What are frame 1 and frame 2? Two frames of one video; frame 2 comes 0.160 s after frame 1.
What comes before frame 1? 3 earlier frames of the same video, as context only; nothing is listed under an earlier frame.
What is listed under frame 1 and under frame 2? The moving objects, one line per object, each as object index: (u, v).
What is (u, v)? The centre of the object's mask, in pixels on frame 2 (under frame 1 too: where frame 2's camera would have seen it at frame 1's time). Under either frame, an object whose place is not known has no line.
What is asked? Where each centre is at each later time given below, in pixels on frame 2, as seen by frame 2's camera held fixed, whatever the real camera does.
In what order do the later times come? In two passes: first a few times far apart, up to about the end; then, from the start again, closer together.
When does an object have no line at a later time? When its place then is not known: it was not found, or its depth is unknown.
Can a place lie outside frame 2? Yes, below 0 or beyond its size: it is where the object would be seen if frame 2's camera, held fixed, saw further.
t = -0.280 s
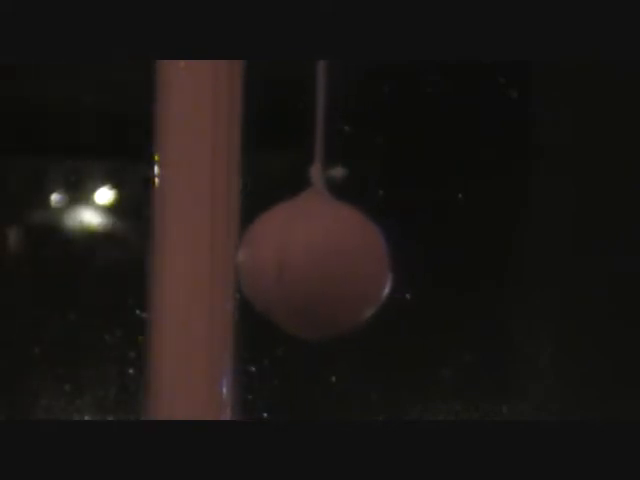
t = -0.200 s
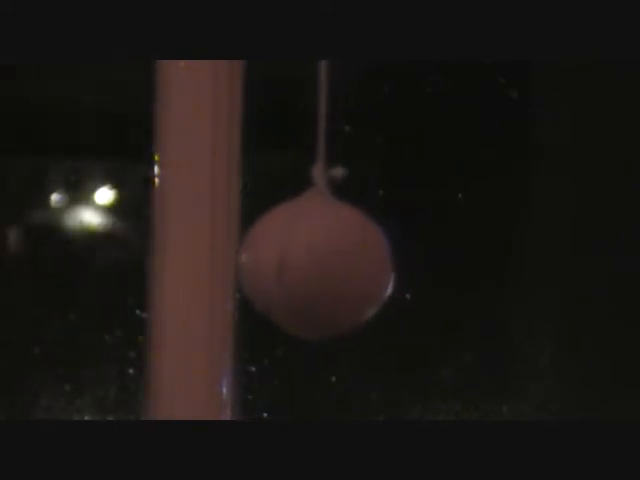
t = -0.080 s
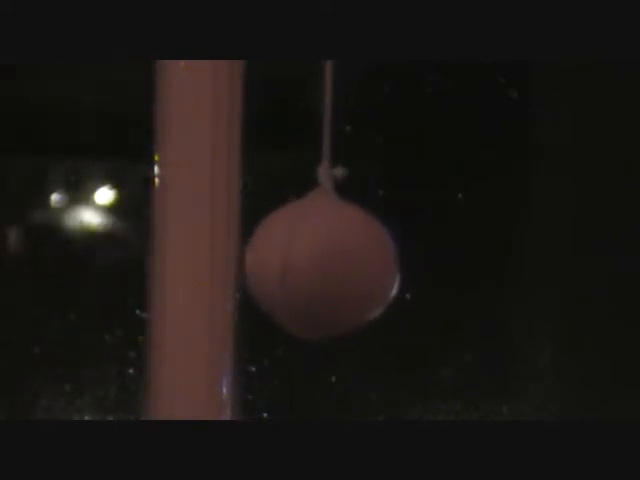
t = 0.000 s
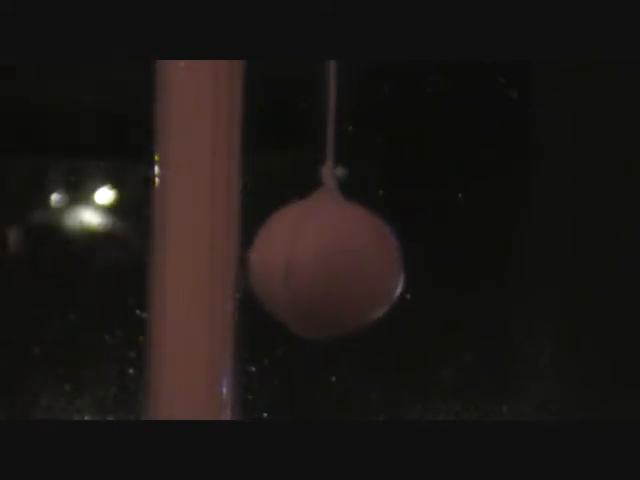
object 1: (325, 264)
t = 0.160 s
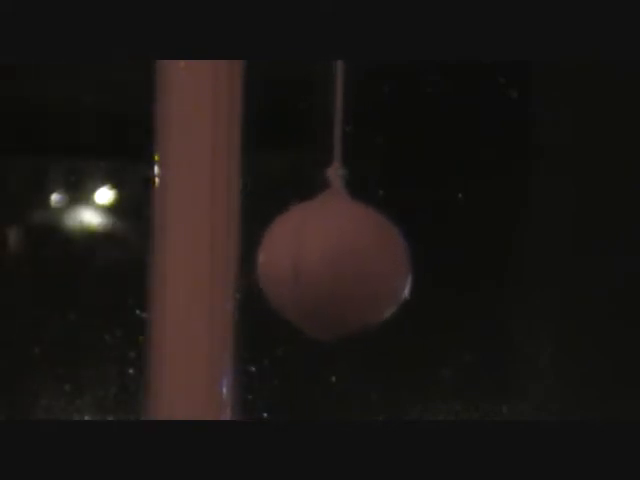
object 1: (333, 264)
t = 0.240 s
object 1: (337, 264)
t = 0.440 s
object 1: (340, 265)
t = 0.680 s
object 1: (339, 265)
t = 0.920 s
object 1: (328, 265)
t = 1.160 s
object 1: (317, 265)
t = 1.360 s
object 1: (314, 265)
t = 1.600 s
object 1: (317, 265)
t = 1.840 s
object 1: (329, 265)
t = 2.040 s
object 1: (337, 265)
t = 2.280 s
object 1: (341, 265)
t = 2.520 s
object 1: (337, 265)
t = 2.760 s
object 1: (325, 264)
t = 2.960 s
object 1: (317, 265)
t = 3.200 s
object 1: (315, 265)
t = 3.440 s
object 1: (319, 265)
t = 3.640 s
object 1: (329, 265)
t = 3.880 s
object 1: (339, 265)
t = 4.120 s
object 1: (341, 265)
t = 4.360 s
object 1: (336, 264)
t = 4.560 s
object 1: (325, 264)
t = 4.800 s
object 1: (316, 265)
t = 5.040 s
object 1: (315, 265)
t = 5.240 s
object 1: (320, 265)
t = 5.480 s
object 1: (332, 264)
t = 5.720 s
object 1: (341, 264)
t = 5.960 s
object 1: (341, 264)
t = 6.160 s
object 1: (334, 264)
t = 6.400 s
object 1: (322, 264)
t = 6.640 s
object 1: (315, 265)
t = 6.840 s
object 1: (315, 264)
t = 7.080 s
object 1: (323, 265)
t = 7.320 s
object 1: (335, 265)
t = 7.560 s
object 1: (341, 265)
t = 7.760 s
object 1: (340, 265)
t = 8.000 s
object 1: (331, 264)
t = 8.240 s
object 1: (319, 264)
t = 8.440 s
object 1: (315, 264)
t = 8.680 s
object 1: (315, 265)
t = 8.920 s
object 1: (327, 264)
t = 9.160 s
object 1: (337, 264)
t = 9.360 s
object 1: (341, 265)
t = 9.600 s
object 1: (340, 264)
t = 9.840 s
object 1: (329, 264)
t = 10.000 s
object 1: (321, 264)
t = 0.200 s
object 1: (335, 264)
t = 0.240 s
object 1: (337, 264)
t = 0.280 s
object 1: (338, 265)
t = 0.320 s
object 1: (339, 265)
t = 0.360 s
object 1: (339, 265)
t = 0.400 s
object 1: (340, 265)
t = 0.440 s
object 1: (340, 265)
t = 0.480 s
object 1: (340, 265)
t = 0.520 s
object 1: (340, 265)
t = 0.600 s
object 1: (341, 265)
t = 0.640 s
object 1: (340, 265)
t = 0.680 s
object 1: (339, 265)
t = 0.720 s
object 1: (337, 265)
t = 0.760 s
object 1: (336, 265)
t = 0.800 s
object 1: (334, 265)
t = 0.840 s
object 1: (332, 265)
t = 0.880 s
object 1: (330, 265)
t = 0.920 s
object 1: (328, 265)
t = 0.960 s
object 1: (326, 266)
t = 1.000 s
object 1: (324, 266)
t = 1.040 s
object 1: (322, 265)
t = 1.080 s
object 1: (320, 265)
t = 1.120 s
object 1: (318, 265)
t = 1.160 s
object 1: (317, 265)
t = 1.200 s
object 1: (316, 265)
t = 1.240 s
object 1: (315, 265)
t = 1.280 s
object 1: (315, 265)
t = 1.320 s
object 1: (314, 265)
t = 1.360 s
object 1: (314, 265)
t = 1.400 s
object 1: (314, 265)
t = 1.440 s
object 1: (314, 265)
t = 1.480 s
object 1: (314, 265)
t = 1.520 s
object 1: (315, 265)
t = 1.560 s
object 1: (316, 265)
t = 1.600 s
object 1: (317, 265)
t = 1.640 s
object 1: (318, 265)
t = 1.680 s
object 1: (321, 265)
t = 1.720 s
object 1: (322, 265)
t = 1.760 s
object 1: (324, 265)
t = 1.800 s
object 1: (327, 265)
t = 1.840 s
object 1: (329, 265)
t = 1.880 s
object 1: (331, 265)
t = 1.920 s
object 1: (332, 265)
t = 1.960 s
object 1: (334, 265)
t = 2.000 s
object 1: (336, 265)
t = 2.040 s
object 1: (337, 265)
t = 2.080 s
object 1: (339, 264)
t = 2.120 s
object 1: (339, 264)
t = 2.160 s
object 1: (340, 264)
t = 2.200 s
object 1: (341, 265)
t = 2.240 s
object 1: (341, 265)
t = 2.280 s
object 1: (341, 265)
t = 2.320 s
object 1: (341, 265)
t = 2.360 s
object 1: (341, 265)
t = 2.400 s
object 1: (340, 265)
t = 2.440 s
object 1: (340, 265)
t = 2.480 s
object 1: (339, 265)
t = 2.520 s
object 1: (337, 265)
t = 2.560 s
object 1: (336, 265)
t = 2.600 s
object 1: (334, 265)
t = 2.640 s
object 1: (332, 264)
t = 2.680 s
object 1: (330, 264)
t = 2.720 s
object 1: (328, 264)
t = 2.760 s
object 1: (325, 264)
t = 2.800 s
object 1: (324, 265)
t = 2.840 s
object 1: (322, 265)
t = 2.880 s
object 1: (320, 265)
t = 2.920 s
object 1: (318, 265)
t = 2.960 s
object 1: (317, 265)
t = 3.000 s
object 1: (316, 265)
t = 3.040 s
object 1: (316, 265)
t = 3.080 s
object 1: (315, 265)
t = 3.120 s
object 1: (315, 265)
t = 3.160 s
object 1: (315, 265)
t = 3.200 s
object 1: (315, 265)
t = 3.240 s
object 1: (315, 265)
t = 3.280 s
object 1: (315, 265)
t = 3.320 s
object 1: (316, 265)
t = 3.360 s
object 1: (316, 265)
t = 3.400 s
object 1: (317, 265)
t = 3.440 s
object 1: (319, 265)
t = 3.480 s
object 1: (321, 265)
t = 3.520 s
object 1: (323, 265)
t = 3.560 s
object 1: (325, 265)
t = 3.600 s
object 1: (327, 265)
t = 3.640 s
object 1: (329, 265)
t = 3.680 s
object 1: (330, 265)
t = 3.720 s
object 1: (332, 265)
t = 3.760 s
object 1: (334, 265)
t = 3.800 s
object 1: (336, 265)
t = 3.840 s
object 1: (338, 265)
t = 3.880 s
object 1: (339, 265)
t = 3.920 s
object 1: (340, 265)
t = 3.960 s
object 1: (341, 265)
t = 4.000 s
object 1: (341, 265)
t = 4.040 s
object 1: (341, 265)
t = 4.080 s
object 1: (341, 265)
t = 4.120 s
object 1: (341, 265)
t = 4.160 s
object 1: (341, 265)
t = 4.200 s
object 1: (341, 265)
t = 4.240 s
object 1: (340, 265)
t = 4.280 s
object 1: (339, 264)
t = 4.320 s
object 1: (337, 264)
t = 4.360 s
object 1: (336, 264)
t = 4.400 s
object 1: (334, 265)
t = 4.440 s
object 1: (332, 264)
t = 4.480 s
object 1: (329, 265)
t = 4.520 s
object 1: (327, 265)
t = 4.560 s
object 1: (325, 264)
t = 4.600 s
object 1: (323, 264)
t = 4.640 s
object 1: (322, 264)
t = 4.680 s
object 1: (320, 265)
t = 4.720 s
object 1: (319, 265)
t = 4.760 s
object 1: (317, 265)
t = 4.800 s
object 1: (316, 265)
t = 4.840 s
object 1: (316, 265)
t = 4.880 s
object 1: (315, 265)
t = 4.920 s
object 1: (315, 265)
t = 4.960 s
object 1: (315, 264)
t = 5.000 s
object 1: (315, 264)
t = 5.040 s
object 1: (315, 265)
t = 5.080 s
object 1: (315, 265)
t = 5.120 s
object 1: (315, 265)
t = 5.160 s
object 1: (316, 265)
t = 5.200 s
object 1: (318, 265)
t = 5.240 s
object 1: (320, 265)
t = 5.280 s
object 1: (322, 265)
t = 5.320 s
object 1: (324, 265)
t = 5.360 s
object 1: (326, 264)
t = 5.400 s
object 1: (328, 264)
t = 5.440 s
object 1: (330, 264)
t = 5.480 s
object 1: (332, 264)
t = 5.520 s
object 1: (334, 264)
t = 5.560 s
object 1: (335, 264)
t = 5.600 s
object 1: (337, 264)
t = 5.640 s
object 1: (338, 264)
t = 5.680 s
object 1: (339, 265)
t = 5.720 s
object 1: (341, 264)
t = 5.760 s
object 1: (341, 264)
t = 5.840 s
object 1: (341, 264)
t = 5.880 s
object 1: (341, 264)
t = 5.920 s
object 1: (341, 264)
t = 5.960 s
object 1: (341, 264)
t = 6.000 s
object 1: (340, 264)
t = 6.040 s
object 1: (339, 264)
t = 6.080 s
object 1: (337, 264)
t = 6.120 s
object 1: (336, 264)
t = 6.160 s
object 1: (334, 264)
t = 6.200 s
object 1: (332, 264)
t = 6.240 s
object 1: (330, 264)
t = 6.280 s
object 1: (328, 264)
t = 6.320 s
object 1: (326, 264)
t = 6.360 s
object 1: (324, 264)
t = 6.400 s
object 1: (322, 264)
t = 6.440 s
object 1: (320, 264)
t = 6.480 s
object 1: (319, 264)
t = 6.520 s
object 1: (318, 264)
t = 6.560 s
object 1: (317, 264)
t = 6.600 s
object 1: (316, 264)
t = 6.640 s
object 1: (315, 265)
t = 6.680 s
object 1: (315, 265)
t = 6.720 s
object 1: (315, 264)
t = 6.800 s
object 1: (315, 265)
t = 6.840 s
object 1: (315, 264)
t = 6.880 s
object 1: (316, 265)
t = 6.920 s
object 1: (317, 265)
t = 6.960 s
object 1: (318, 265)
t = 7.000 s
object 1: (320, 265)
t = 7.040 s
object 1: (322, 265)
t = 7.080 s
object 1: (323, 265)
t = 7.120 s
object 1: (325, 265)
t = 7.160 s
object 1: (327, 265)
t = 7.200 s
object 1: (329, 265)
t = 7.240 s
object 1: (331, 265)
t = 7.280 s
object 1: (333, 265)
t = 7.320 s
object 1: (335, 265)
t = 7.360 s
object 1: (336, 265)
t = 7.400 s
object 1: (338, 265)
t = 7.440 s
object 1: (339, 265)
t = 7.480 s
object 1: (339, 265)
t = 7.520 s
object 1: (340, 265)
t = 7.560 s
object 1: (341, 265)
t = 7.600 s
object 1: (341, 265)
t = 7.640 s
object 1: (341, 265)
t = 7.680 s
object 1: (341, 265)
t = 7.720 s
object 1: (341, 265)
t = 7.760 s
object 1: (340, 265)
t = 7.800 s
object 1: (340, 264)
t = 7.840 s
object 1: (339, 264)
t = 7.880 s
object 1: (337, 264)
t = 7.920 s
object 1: (335, 264)
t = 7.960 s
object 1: (333, 264)
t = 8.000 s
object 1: (331, 264)
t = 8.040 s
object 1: (329, 264)
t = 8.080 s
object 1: (327, 264)
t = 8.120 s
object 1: (325, 264)
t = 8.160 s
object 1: (323, 264)
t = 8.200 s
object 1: (321, 264)
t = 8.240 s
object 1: (319, 264)
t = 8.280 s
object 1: (318, 264)
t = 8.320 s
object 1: (317, 265)
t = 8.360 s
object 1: (316, 264)
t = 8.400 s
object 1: (315, 264)
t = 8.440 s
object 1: (315, 264)
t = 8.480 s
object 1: (315, 264)
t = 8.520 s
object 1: (315, 264)
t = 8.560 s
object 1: (315, 264)
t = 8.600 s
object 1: (315, 264)
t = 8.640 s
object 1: (315, 264)
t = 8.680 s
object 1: (315, 265)
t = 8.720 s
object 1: (316, 265)
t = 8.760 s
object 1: (318, 265)
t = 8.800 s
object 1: (320, 264)
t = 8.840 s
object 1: (322, 264)
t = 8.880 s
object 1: (324, 264)
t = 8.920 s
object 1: (327, 264)
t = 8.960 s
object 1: (329, 264)
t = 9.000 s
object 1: (331, 264)
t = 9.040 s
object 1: (333, 264)
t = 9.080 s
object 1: (335, 264)
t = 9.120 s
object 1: (336, 264)
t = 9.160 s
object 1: (337, 264)
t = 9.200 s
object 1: (339, 264)
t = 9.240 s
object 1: (340, 264)
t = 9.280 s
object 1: (340, 265)
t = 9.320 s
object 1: (341, 265)
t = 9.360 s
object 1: (341, 265)
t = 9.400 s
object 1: (341, 265)
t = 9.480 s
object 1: (341, 265)
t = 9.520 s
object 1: (341, 265)
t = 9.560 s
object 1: (341, 264)
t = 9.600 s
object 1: (340, 264)
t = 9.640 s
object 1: (338, 264)
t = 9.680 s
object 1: (337, 264)
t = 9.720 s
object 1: (335, 264)
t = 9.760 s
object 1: (333, 264)
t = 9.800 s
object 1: (331, 264)
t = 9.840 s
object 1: (329, 264)
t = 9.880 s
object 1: (327, 264)
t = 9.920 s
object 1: (325, 264)
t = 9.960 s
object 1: (323, 264)
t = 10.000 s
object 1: (321, 264)
